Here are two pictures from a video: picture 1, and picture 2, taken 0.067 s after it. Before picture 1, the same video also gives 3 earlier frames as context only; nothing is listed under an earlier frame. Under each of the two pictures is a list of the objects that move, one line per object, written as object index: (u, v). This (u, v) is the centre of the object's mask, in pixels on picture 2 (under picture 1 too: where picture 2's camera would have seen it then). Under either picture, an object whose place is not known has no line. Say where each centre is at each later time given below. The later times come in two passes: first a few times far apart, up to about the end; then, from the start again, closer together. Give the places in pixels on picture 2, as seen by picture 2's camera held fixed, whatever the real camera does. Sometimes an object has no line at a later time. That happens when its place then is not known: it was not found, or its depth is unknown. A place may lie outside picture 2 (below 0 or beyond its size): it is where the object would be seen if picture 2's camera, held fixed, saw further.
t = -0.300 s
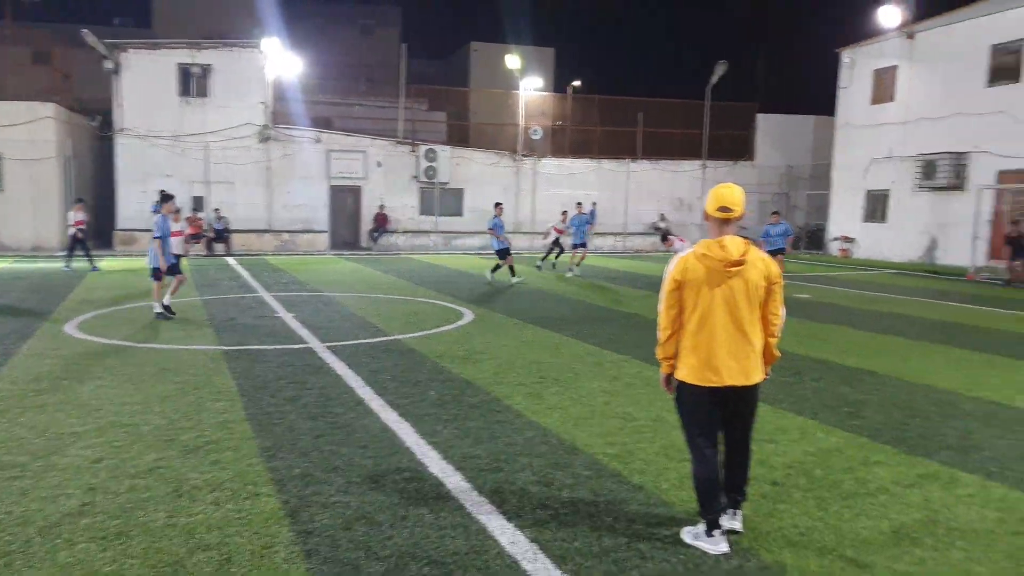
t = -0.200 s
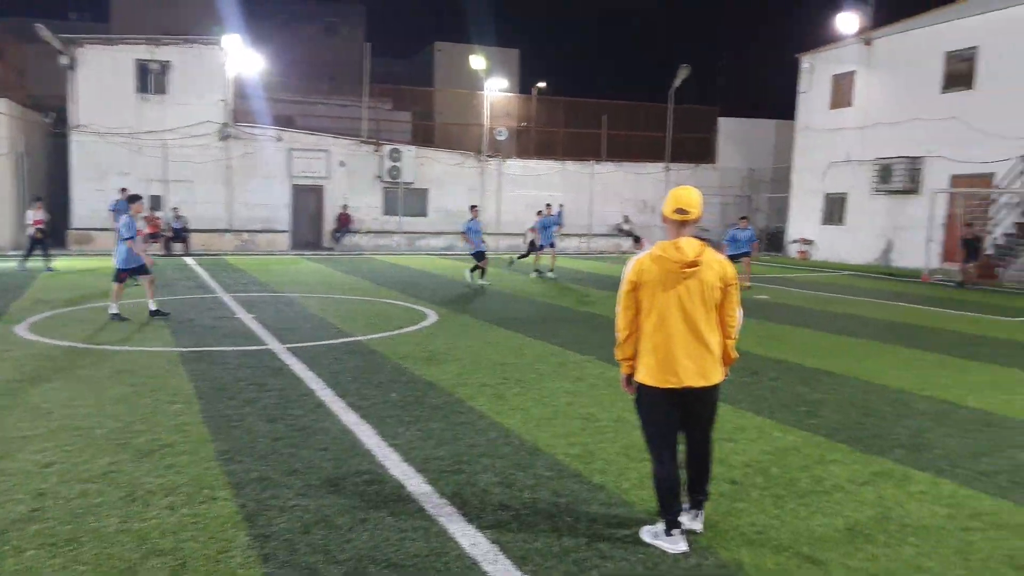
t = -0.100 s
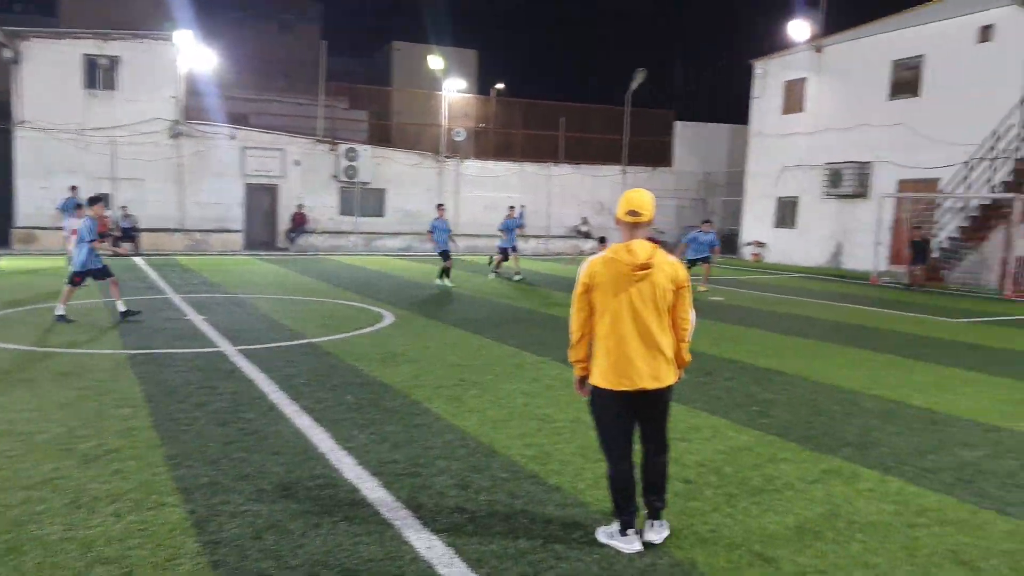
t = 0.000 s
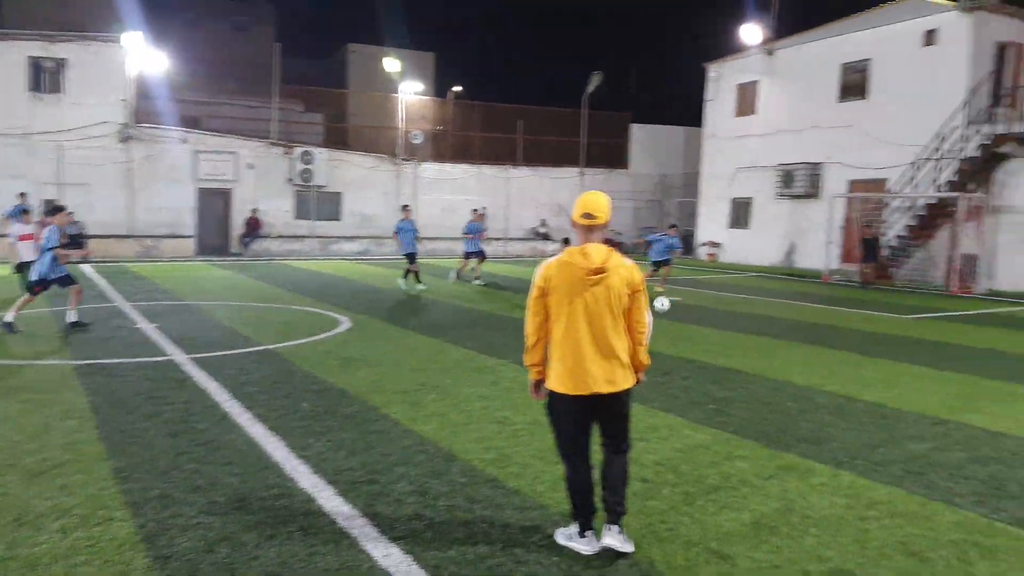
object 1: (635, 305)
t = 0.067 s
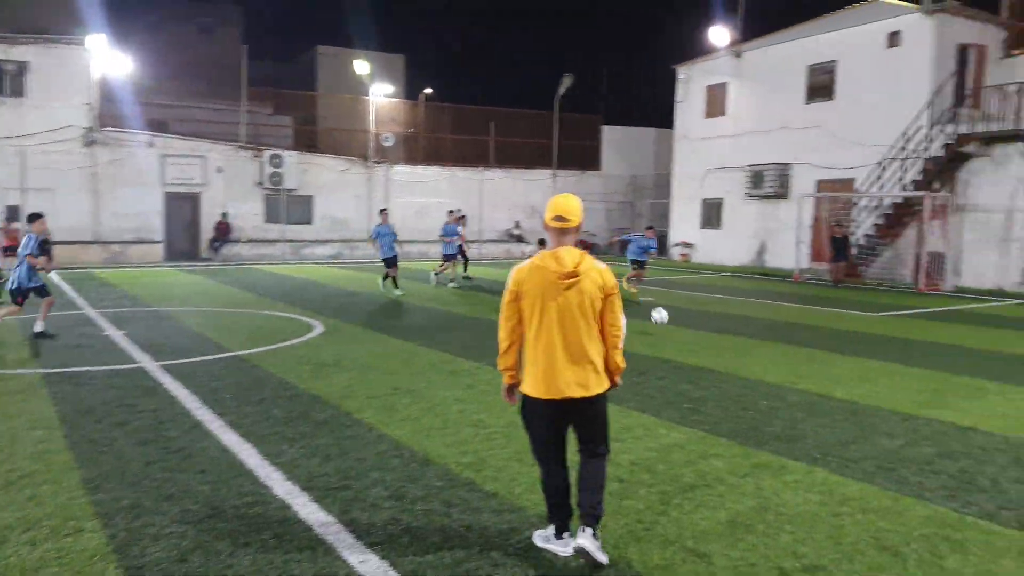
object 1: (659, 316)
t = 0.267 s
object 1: (733, 328)
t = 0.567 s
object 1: (867, 366)
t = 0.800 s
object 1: (1012, 388)
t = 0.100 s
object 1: (672, 323)
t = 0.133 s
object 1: (685, 332)
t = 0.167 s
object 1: (696, 334)
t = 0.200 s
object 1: (709, 331)
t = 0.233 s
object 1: (721, 329)
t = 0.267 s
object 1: (733, 328)
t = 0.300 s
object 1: (747, 328)
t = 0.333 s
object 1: (761, 329)
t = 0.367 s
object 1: (775, 330)
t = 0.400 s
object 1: (789, 333)
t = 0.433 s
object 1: (804, 337)
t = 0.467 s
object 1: (819, 342)
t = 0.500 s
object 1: (834, 349)
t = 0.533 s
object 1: (850, 357)
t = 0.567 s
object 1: (867, 366)
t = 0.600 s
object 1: (885, 368)
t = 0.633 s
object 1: (905, 368)
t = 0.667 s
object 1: (925, 369)
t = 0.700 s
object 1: (946, 372)
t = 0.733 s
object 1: (967, 376)
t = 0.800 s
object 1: (1012, 388)
